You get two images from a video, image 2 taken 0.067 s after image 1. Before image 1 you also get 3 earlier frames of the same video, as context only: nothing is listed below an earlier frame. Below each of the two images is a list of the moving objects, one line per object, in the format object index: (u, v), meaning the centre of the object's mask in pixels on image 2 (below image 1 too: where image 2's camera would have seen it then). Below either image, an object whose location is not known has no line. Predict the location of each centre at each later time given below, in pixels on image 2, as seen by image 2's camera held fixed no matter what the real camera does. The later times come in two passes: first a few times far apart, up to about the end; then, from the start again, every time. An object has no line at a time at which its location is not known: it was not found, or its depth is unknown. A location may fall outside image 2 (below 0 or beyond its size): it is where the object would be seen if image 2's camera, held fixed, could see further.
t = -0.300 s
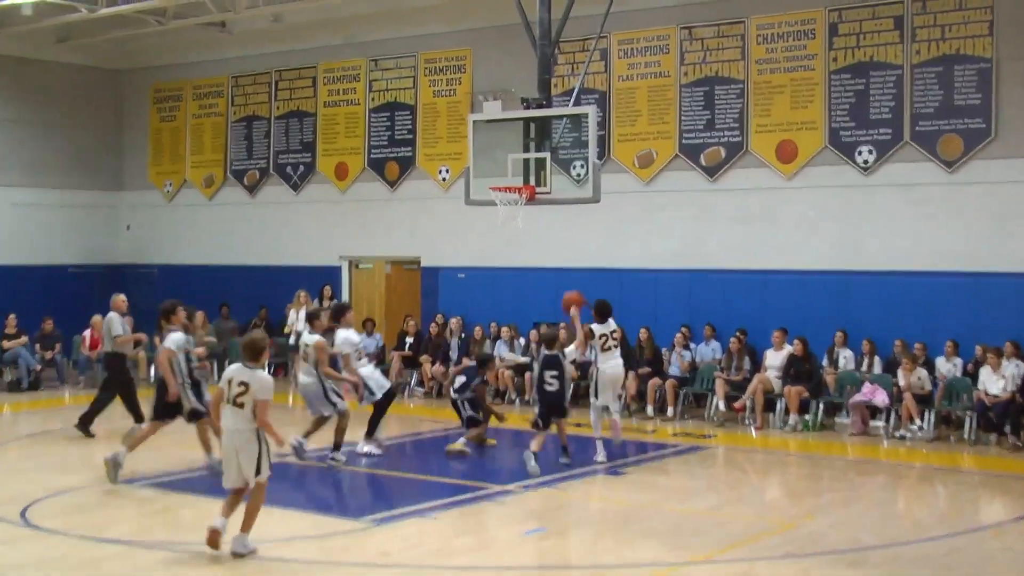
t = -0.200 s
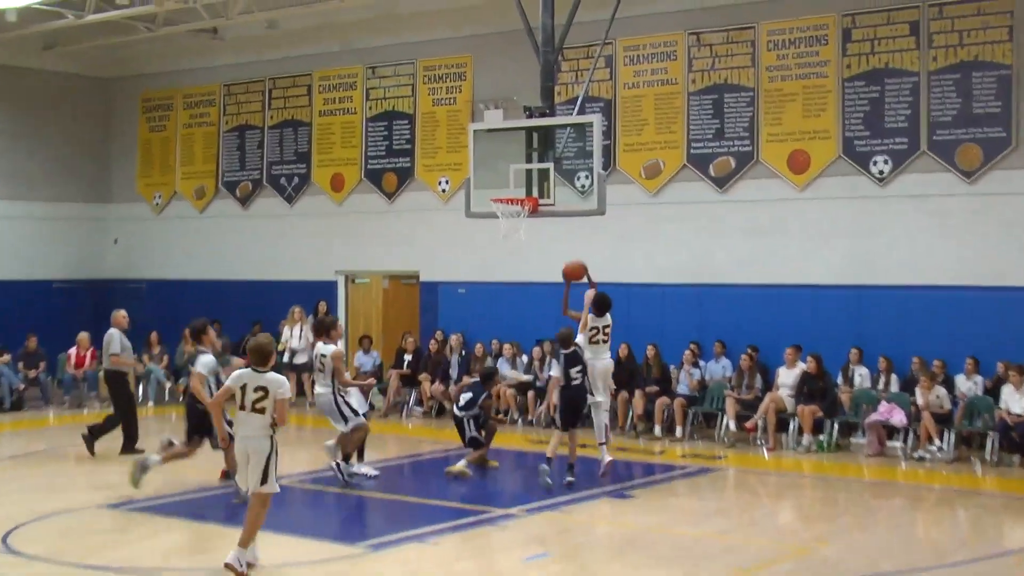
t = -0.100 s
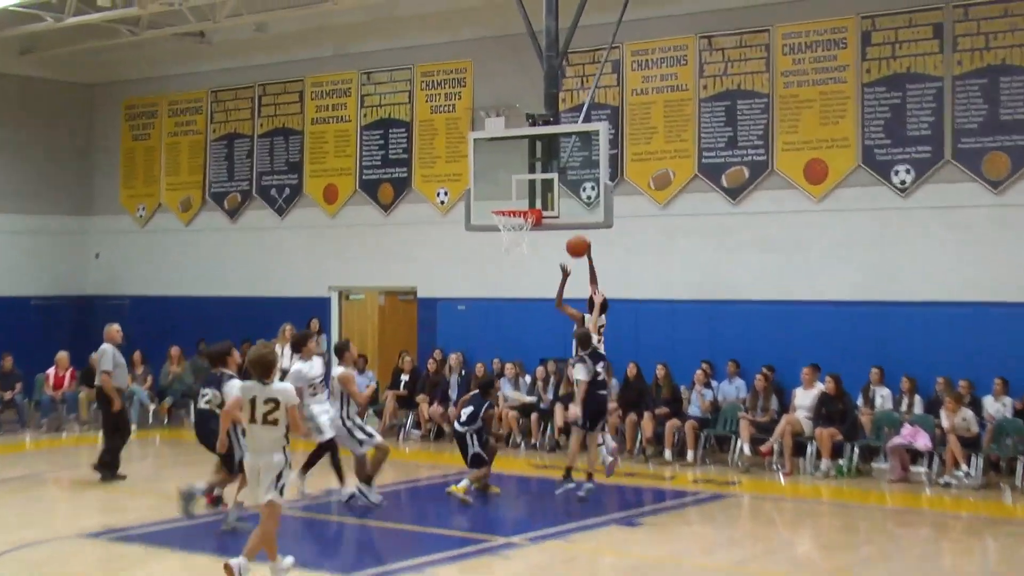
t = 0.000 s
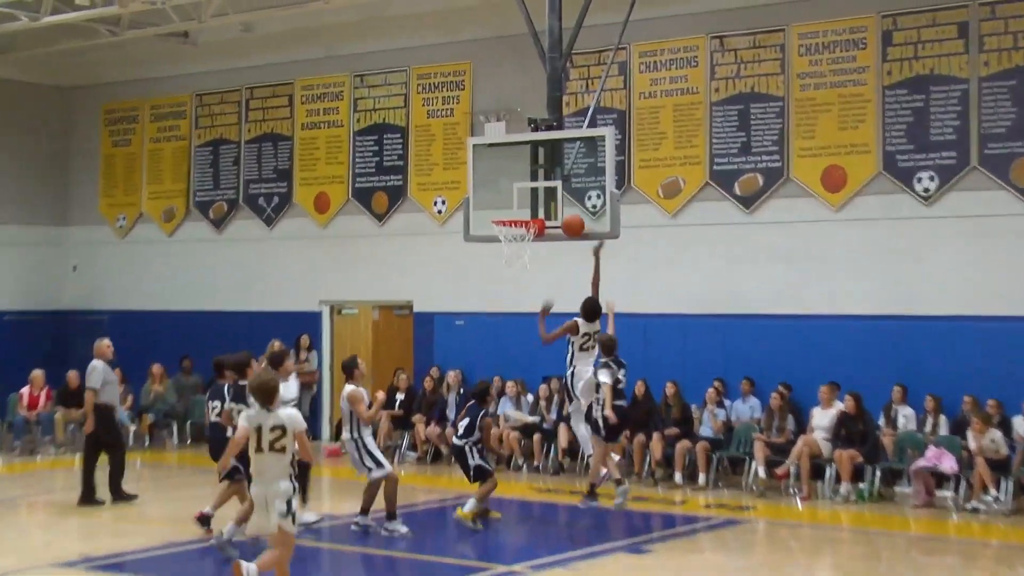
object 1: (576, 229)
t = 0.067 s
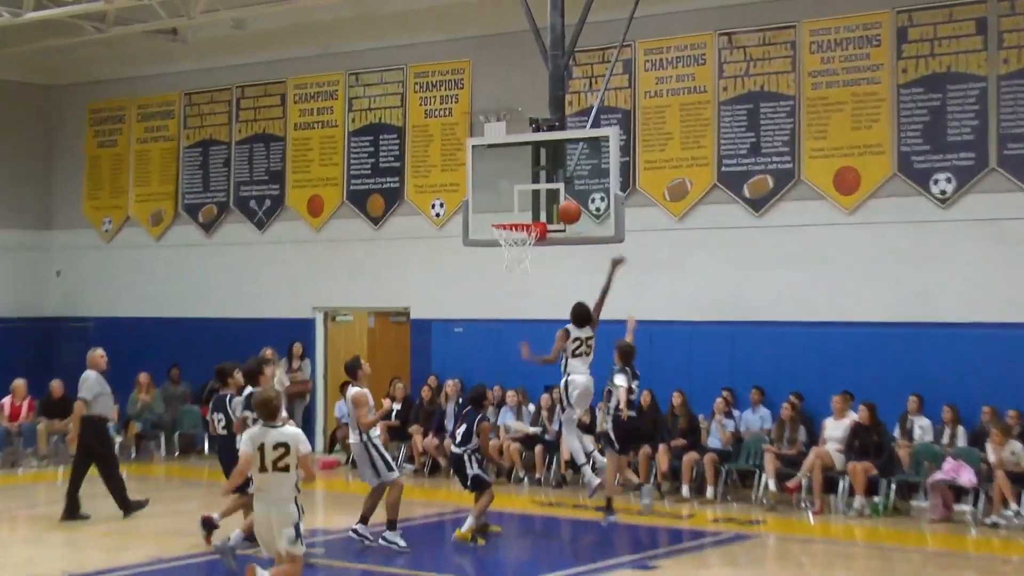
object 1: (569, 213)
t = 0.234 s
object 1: (546, 201)
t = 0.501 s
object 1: (517, 228)
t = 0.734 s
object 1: (509, 276)
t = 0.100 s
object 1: (565, 208)
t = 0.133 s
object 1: (560, 204)
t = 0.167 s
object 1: (556, 202)
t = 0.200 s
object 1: (551, 200)
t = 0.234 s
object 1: (546, 201)
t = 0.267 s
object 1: (542, 202)
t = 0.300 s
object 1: (537, 204)
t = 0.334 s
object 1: (533, 208)
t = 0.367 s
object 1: (528, 212)
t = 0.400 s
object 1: (523, 215)
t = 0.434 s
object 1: (520, 216)
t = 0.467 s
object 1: (518, 222)
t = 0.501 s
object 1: (517, 228)
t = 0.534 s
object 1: (513, 236)
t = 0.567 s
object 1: (513, 241)
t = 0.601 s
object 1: (511, 248)
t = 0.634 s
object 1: (510, 254)
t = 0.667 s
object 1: (510, 261)
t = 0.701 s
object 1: (509, 270)
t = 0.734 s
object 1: (509, 276)
